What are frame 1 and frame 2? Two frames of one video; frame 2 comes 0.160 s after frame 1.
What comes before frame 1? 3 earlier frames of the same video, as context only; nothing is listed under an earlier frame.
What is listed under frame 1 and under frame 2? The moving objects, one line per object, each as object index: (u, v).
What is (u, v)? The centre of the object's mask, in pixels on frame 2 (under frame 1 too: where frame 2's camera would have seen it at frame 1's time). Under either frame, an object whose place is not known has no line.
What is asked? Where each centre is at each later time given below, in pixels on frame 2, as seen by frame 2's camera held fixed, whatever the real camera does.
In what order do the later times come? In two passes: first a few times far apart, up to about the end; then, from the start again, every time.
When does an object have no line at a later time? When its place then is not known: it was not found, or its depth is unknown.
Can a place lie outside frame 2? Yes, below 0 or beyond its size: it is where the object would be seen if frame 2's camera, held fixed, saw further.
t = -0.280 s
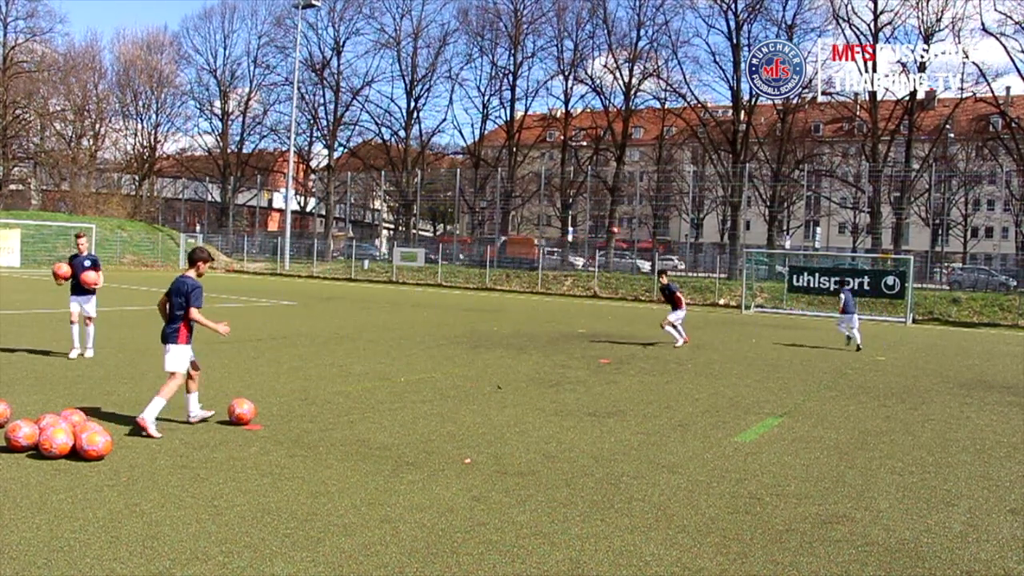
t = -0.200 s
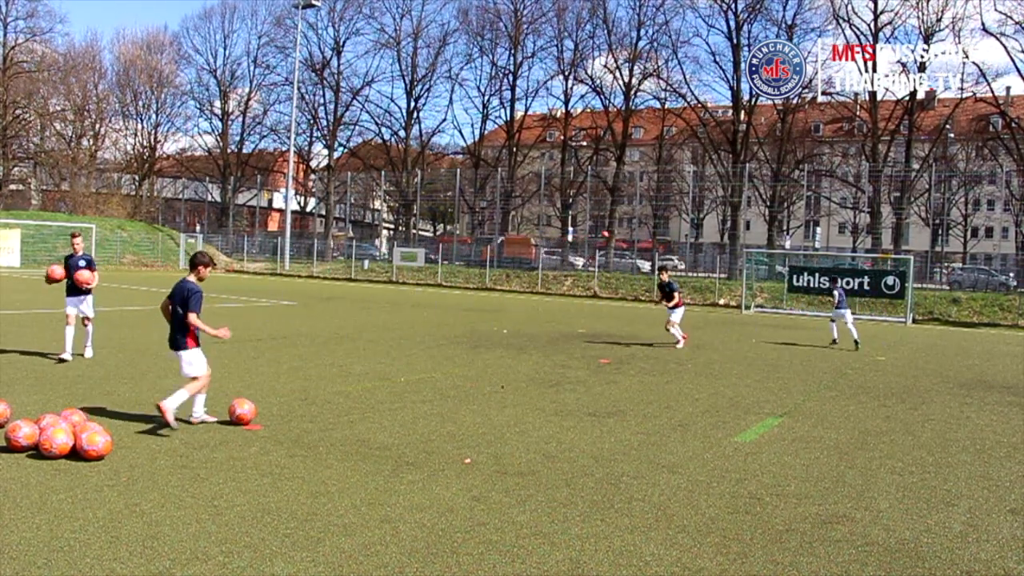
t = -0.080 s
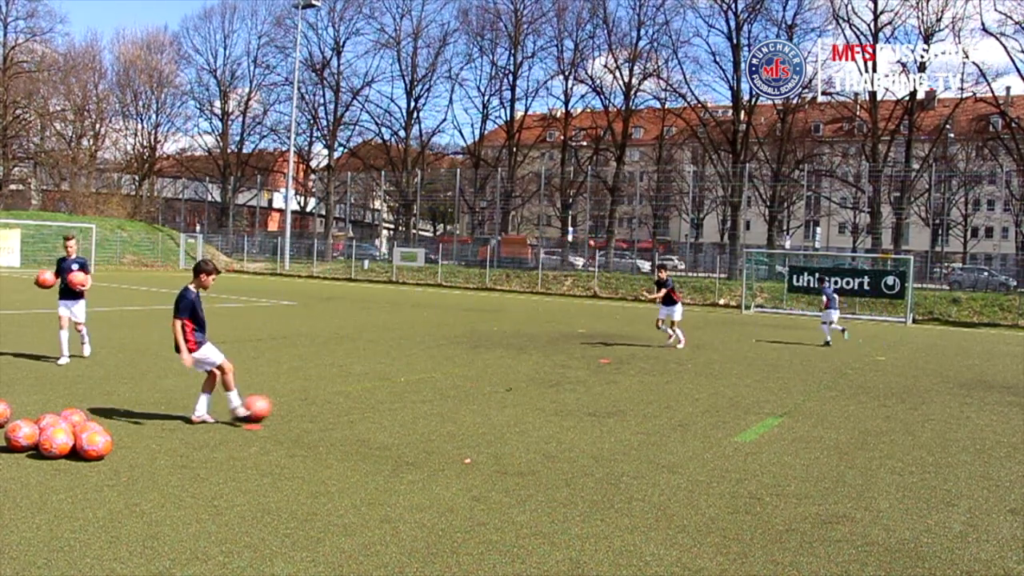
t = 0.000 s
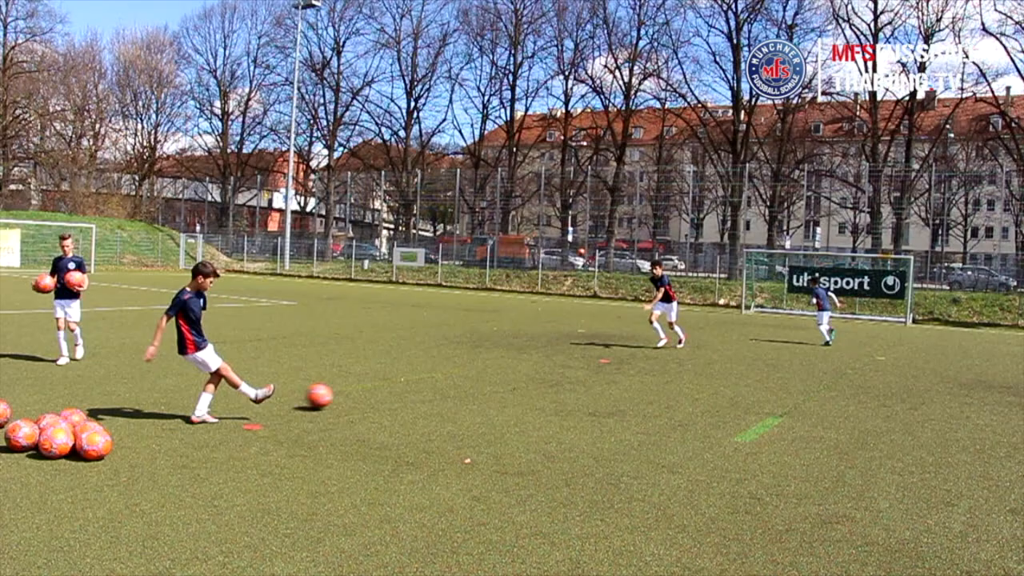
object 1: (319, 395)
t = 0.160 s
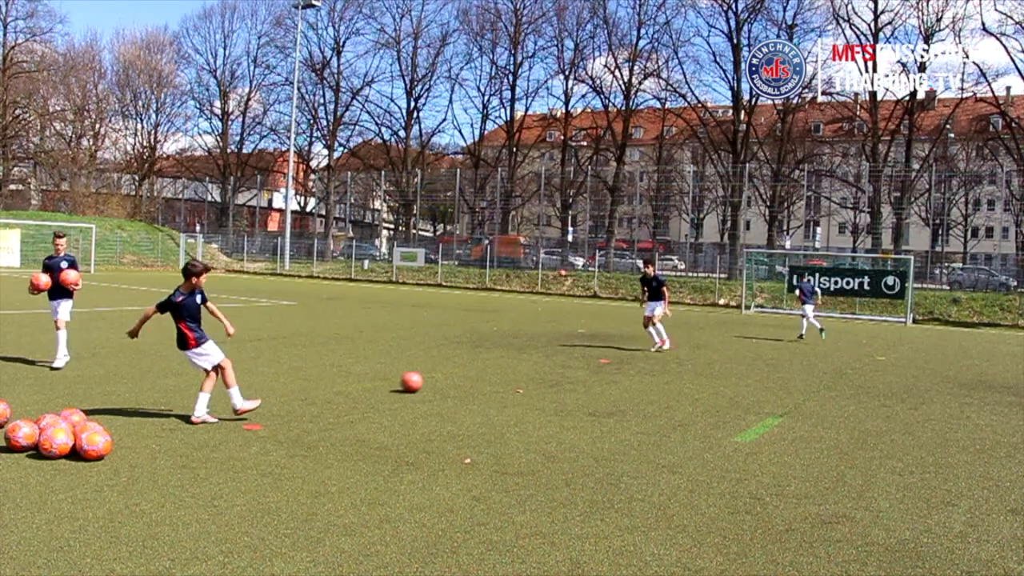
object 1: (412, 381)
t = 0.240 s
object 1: (445, 375)
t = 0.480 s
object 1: (516, 363)
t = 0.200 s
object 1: (429, 378)
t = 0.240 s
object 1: (445, 375)
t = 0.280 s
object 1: (460, 373)
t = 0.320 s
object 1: (473, 371)
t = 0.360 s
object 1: (485, 368)
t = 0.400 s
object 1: (497, 367)
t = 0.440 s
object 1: (507, 365)
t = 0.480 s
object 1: (516, 363)
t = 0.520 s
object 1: (525, 362)
